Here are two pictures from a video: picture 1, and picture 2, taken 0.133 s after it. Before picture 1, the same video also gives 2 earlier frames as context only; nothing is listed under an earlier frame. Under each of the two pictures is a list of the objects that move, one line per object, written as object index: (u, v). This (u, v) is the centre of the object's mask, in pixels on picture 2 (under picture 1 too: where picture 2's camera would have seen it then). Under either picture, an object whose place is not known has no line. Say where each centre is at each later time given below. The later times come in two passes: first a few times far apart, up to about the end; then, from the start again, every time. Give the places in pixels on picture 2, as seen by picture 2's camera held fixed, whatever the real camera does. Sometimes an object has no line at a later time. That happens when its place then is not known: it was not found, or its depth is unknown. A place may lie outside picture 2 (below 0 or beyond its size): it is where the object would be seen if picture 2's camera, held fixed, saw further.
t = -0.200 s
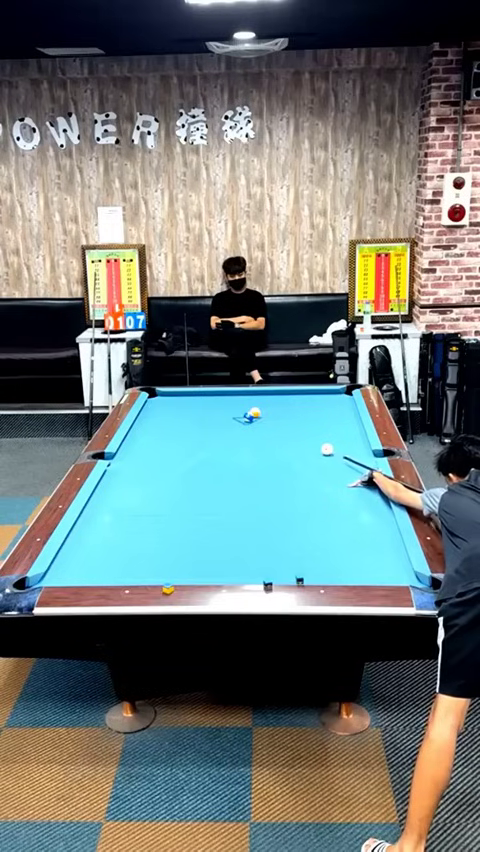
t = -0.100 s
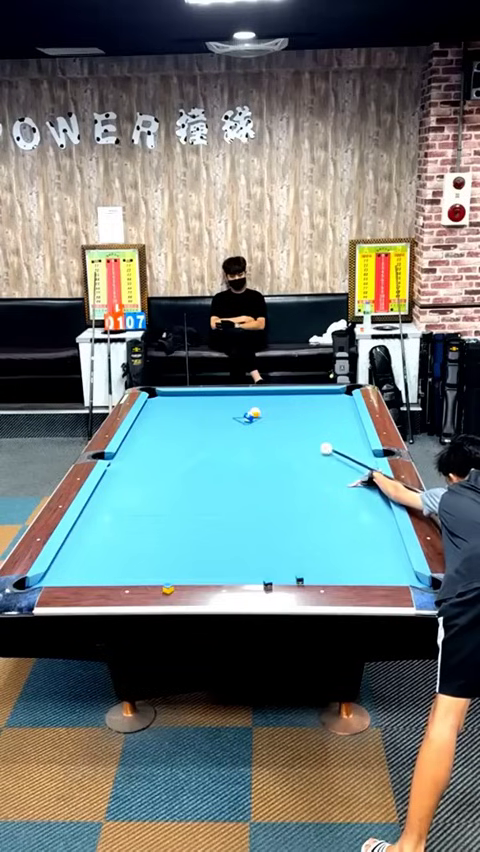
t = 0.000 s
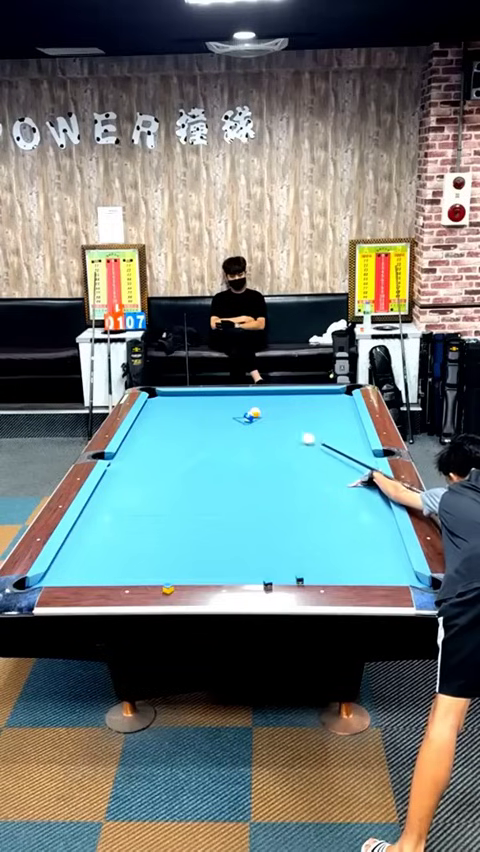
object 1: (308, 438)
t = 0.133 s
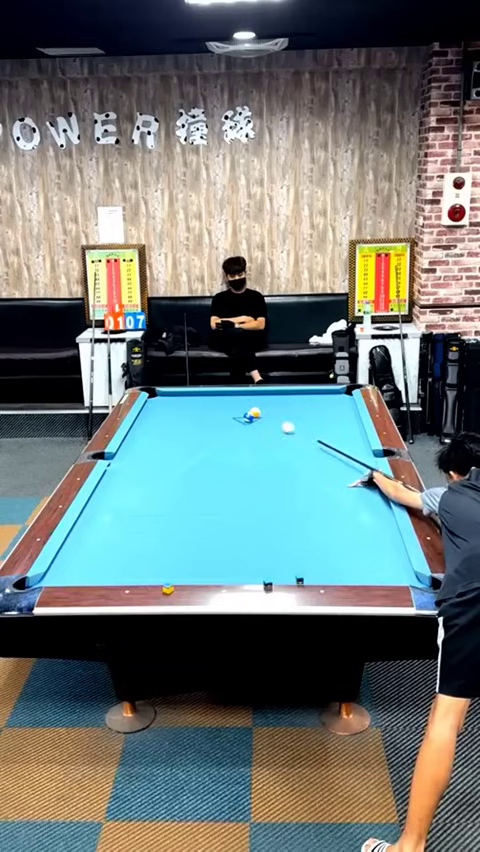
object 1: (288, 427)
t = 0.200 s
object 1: (279, 422)
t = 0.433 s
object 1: (269, 410)
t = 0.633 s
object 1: (274, 401)
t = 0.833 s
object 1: (279, 395)
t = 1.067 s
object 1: (287, 394)
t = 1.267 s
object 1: (295, 397)
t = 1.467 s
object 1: (304, 401)
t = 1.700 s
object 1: (314, 405)
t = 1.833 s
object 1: (320, 407)
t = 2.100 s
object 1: (332, 412)
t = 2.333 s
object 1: (341, 416)
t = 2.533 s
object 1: (349, 418)
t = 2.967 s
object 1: (352, 424)
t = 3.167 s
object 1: (349, 426)
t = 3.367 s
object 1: (348, 427)
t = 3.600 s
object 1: (345, 429)
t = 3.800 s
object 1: (344, 430)
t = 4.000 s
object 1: (342, 432)
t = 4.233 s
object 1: (341, 433)
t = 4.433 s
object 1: (340, 433)
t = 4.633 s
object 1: (339, 433)
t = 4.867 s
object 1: (338, 434)
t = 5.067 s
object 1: (338, 434)
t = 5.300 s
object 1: (338, 434)
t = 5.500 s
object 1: (338, 434)
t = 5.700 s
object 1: (338, 434)
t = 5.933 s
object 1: (338, 434)
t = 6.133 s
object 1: (338, 434)
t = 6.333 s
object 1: (338, 434)
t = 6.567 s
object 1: (338, 434)
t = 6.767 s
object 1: (338, 434)
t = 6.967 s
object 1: (338, 434)
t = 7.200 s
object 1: (338, 434)
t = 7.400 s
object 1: (338, 434)
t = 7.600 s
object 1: (338, 434)
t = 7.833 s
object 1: (338, 434)
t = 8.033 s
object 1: (338, 434)
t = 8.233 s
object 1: (338, 434)
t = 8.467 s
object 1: (338, 434)
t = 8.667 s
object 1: (338, 434)
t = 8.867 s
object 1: (338, 434)
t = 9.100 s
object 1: (338, 434)
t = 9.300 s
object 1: (338, 434)
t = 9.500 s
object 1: (338, 434)
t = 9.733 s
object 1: (338, 434)
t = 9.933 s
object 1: (338, 434)
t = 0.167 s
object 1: (283, 424)
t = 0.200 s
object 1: (279, 422)
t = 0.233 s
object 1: (275, 420)
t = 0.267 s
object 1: (271, 418)
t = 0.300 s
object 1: (266, 415)
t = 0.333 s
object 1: (264, 413)
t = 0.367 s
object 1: (266, 412)
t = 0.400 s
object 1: (267, 411)
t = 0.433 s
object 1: (269, 410)
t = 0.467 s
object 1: (270, 408)
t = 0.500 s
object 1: (271, 407)
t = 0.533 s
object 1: (271, 406)
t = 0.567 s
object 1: (272, 404)
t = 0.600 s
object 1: (273, 403)
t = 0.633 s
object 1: (274, 401)
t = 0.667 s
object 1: (275, 401)
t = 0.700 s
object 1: (276, 399)
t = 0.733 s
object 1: (276, 398)
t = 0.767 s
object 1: (277, 397)
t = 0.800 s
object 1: (278, 396)
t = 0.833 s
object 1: (279, 395)
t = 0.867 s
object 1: (279, 394)
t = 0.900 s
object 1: (280, 392)
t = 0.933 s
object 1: (281, 392)
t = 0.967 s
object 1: (282, 393)
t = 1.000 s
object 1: (284, 393)
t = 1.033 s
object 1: (285, 394)
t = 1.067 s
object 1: (287, 394)
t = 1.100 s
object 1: (288, 395)
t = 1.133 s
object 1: (290, 395)
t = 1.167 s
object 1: (291, 396)
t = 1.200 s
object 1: (293, 397)
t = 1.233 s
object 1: (294, 397)
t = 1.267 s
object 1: (295, 397)
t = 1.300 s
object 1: (297, 398)
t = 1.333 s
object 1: (298, 399)
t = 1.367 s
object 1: (300, 399)
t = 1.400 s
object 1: (301, 400)
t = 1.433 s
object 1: (303, 400)
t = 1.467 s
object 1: (304, 401)
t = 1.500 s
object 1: (306, 401)
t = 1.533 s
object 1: (307, 402)
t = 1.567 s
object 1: (309, 402)
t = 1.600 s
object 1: (310, 403)
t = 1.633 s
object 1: (312, 404)
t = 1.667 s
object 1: (313, 404)
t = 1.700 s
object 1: (314, 405)
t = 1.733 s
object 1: (316, 405)
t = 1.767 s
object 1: (316, 406)
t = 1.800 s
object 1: (318, 406)
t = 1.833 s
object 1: (320, 407)
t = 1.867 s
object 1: (322, 408)
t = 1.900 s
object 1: (323, 408)
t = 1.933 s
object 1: (325, 409)
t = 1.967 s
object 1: (326, 410)
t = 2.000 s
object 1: (328, 410)
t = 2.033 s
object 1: (329, 411)
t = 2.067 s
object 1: (330, 411)
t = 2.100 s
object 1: (332, 412)
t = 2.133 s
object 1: (333, 412)
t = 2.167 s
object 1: (334, 413)
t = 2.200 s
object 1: (336, 413)
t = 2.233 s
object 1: (337, 414)
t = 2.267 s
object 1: (339, 415)
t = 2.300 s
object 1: (340, 415)
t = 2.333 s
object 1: (341, 416)
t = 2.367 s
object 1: (343, 416)
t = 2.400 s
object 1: (344, 417)
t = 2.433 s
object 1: (346, 417)
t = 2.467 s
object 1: (347, 417)
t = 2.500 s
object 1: (348, 418)
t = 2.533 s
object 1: (349, 418)
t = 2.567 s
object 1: (351, 419)
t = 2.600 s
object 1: (353, 420)
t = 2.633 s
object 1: (354, 420)
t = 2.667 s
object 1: (355, 421)
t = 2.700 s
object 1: (356, 422)
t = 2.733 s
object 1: (355, 421)
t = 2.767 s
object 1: (355, 422)
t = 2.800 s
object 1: (355, 422)
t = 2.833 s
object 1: (354, 422)
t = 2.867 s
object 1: (354, 423)
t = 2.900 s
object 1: (353, 423)
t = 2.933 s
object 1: (353, 423)
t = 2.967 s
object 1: (352, 424)
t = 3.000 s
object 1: (352, 424)
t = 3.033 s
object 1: (351, 424)
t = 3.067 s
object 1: (351, 424)
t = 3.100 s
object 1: (351, 425)
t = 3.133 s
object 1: (350, 425)
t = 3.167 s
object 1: (349, 426)
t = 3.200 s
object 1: (349, 426)
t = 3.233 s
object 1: (349, 426)
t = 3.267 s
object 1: (348, 426)
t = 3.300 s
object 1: (348, 427)
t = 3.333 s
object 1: (348, 427)
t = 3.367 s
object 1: (348, 427)
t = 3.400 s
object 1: (347, 428)
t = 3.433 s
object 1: (347, 428)
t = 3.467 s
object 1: (347, 428)
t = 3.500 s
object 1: (346, 428)
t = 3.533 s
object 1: (346, 429)
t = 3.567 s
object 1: (346, 429)
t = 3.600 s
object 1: (345, 429)
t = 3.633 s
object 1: (345, 429)
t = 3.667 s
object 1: (345, 430)
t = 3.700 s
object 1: (344, 430)
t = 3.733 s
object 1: (344, 430)
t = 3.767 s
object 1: (344, 430)
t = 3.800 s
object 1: (344, 430)
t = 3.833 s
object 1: (344, 430)
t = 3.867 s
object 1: (343, 431)
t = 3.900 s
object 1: (343, 431)
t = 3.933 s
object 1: (343, 431)
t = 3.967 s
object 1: (343, 431)
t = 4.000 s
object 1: (342, 432)
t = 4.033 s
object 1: (342, 432)
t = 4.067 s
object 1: (342, 432)
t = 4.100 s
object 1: (342, 432)
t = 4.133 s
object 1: (341, 432)
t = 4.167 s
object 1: (341, 432)
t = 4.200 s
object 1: (341, 432)
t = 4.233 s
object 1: (341, 433)
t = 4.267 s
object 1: (340, 433)
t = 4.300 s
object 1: (340, 433)
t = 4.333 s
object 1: (340, 433)
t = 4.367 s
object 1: (340, 433)
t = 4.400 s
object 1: (340, 433)
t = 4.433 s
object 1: (340, 433)
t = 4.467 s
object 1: (340, 433)
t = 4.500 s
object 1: (339, 433)
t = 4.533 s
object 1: (339, 433)
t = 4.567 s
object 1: (339, 433)
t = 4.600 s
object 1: (339, 433)
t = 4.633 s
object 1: (339, 433)
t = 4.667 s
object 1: (339, 434)
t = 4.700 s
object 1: (339, 434)
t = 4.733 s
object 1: (339, 434)
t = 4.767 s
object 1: (338, 434)
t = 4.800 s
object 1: (338, 434)
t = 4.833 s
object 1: (338, 434)
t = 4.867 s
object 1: (338, 434)
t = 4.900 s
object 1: (338, 434)
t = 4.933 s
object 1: (338, 434)
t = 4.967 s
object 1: (338, 434)
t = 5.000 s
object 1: (338, 434)
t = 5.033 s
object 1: (338, 434)
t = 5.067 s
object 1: (338, 434)
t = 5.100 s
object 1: (338, 434)
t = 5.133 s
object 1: (338, 434)
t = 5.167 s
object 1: (338, 434)
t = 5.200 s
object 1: (338, 434)
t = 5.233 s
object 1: (338, 434)
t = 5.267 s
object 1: (338, 434)
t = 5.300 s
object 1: (338, 434)
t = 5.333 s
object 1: (338, 434)
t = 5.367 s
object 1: (338, 434)
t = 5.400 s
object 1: (338, 434)
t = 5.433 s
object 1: (338, 434)
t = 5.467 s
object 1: (338, 434)
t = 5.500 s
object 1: (338, 434)
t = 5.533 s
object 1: (338, 434)
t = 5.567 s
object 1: (338, 434)
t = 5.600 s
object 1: (338, 434)
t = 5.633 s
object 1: (338, 434)
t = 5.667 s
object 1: (338, 434)
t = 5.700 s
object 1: (338, 434)
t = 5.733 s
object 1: (338, 434)
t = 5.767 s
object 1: (338, 434)
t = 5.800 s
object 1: (338, 434)
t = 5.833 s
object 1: (338, 434)
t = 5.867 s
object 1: (338, 434)
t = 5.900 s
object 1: (338, 434)
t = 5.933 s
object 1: (338, 434)
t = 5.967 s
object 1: (338, 434)
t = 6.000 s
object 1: (338, 434)
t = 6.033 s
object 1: (338, 434)
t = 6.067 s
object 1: (338, 434)
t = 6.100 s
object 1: (338, 434)
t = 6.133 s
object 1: (338, 434)
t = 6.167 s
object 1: (338, 434)
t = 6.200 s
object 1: (338, 434)
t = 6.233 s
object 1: (338, 434)
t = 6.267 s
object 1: (338, 434)
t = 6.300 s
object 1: (338, 434)
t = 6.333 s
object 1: (338, 434)
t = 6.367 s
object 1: (338, 434)
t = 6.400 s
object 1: (338, 434)
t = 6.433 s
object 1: (338, 434)
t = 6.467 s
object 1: (338, 434)
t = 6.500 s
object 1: (338, 434)
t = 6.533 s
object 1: (338, 434)
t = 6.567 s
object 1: (338, 434)
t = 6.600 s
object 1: (338, 434)
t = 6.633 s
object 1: (338, 434)
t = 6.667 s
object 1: (338, 434)
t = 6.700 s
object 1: (338, 434)
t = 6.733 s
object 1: (338, 434)
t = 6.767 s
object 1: (338, 434)
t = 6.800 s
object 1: (338, 434)
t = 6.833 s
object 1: (338, 434)
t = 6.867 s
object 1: (338, 434)
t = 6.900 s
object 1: (338, 434)
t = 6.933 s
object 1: (338, 434)
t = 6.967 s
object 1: (338, 434)
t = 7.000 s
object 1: (338, 434)
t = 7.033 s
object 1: (338, 434)
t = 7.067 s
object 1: (338, 434)
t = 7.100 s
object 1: (338, 434)
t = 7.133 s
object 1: (338, 434)
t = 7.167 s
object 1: (338, 434)
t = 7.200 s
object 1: (338, 434)
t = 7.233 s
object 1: (338, 434)
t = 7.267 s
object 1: (338, 434)
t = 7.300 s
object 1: (338, 434)
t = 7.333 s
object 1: (338, 434)
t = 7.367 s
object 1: (338, 434)
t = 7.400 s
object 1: (338, 434)
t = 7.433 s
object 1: (338, 434)
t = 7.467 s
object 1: (338, 434)
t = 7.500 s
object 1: (338, 434)
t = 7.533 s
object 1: (338, 434)
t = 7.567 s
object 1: (338, 434)
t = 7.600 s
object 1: (338, 434)
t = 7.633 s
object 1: (338, 434)
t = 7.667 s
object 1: (338, 434)
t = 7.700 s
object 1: (338, 434)
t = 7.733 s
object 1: (338, 434)
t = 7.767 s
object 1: (338, 434)
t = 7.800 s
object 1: (338, 434)
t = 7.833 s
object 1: (338, 434)
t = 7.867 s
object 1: (338, 434)
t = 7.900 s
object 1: (338, 434)
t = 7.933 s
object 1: (338, 434)
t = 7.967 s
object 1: (338, 434)
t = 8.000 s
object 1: (338, 434)
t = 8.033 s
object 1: (338, 434)
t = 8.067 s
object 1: (338, 434)
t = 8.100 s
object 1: (338, 434)
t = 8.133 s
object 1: (338, 434)
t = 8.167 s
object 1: (338, 434)
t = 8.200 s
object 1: (338, 434)
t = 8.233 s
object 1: (338, 434)
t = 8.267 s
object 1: (338, 434)
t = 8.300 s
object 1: (338, 434)
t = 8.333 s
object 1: (338, 434)
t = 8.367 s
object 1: (338, 434)
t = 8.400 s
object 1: (338, 434)
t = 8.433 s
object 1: (338, 434)
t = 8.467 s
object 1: (338, 434)
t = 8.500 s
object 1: (338, 434)
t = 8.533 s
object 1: (338, 434)
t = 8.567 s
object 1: (338, 434)
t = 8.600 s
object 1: (338, 434)
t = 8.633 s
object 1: (338, 434)
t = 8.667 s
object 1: (338, 434)
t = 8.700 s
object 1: (338, 434)
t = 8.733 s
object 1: (338, 434)
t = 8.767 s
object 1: (338, 434)
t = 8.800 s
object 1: (338, 434)
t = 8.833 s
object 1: (338, 434)
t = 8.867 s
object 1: (338, 434)
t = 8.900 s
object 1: (338, 434)
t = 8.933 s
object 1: (338, 434)
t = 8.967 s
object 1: (338, 434)
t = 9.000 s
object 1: (338, 434)
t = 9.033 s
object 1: (338, 434)
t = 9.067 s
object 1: (338, 434)
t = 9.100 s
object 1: (338, 434)
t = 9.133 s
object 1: (338, 434)
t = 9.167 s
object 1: (338, 434)
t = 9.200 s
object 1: (338, 434)
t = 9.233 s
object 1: (338, 434)
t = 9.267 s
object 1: (338, 434)
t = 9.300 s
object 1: (338, 434)
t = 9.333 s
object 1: (338, 434)
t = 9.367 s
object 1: (338, 434)
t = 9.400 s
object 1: (338, 434)
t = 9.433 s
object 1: (338, 434)
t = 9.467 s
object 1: (338, 434)
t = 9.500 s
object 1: (338, 434)
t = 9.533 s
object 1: (338, 434)
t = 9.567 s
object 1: (338, 434)
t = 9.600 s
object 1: (338, 434)
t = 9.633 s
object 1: (338, 434)
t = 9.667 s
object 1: (338, 434)
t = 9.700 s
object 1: (338, 434)
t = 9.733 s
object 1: (338, 434)
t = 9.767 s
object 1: (338, 434)
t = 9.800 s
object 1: (338, 434)
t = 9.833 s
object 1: (338, 434)
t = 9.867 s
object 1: (338, 434)
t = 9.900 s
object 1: (338, 434)
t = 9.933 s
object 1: (338, 434)
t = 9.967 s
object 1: (338, 434)
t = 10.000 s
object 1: (338, 434)
